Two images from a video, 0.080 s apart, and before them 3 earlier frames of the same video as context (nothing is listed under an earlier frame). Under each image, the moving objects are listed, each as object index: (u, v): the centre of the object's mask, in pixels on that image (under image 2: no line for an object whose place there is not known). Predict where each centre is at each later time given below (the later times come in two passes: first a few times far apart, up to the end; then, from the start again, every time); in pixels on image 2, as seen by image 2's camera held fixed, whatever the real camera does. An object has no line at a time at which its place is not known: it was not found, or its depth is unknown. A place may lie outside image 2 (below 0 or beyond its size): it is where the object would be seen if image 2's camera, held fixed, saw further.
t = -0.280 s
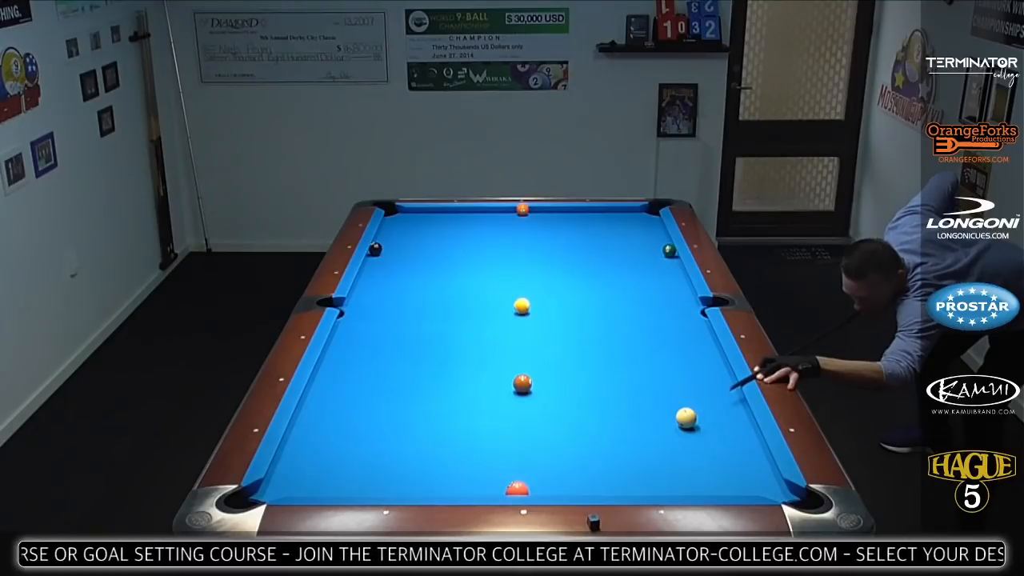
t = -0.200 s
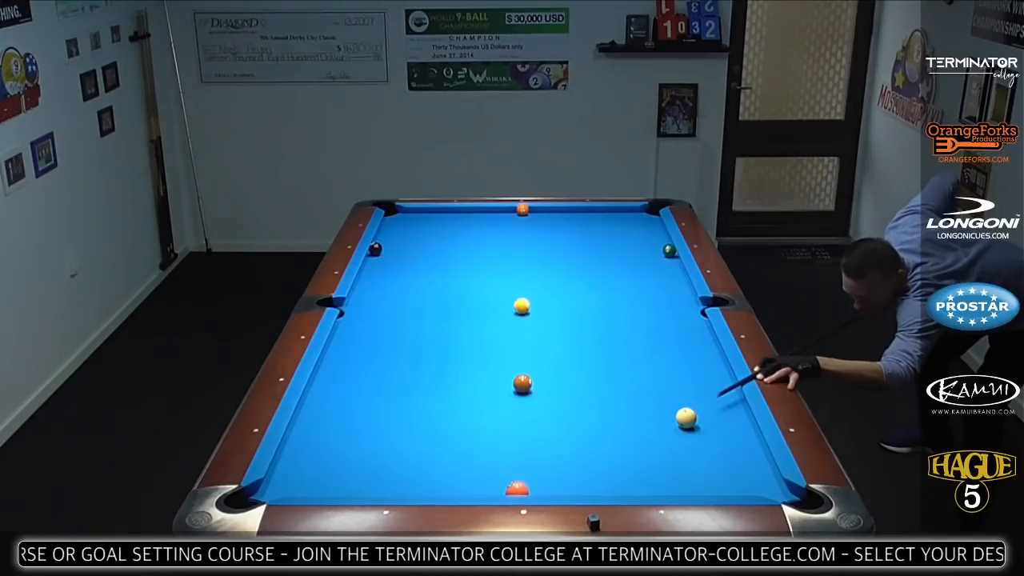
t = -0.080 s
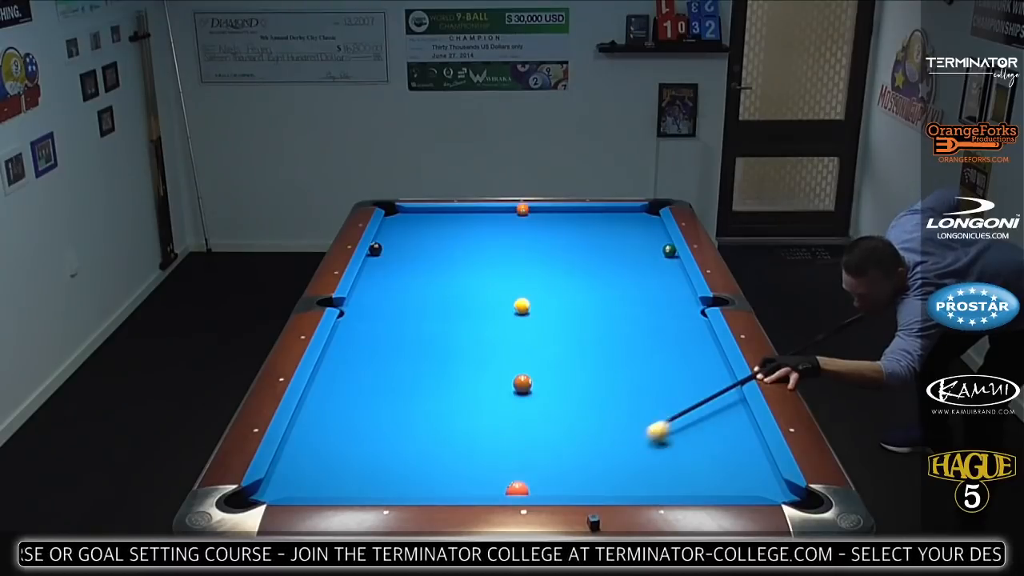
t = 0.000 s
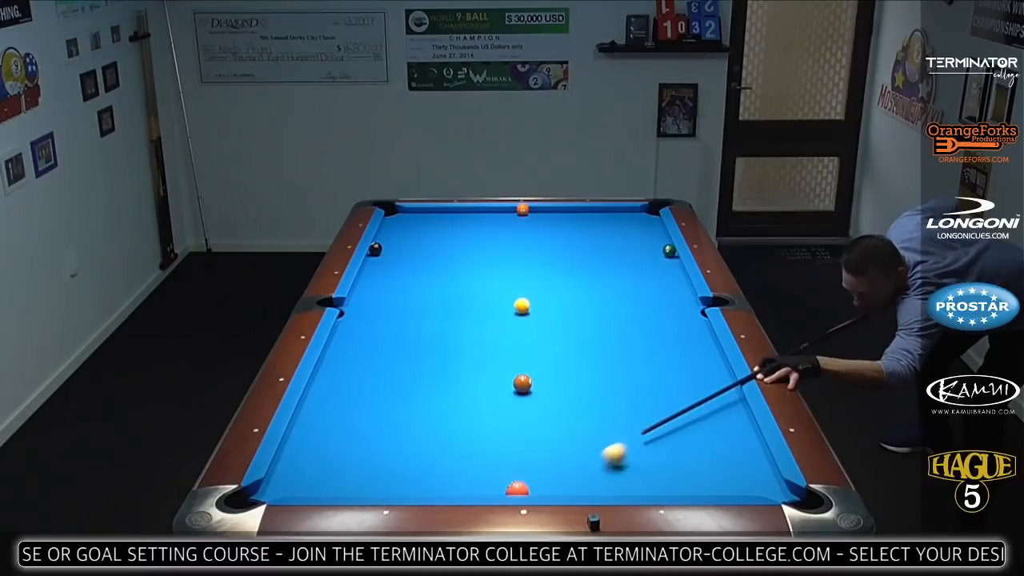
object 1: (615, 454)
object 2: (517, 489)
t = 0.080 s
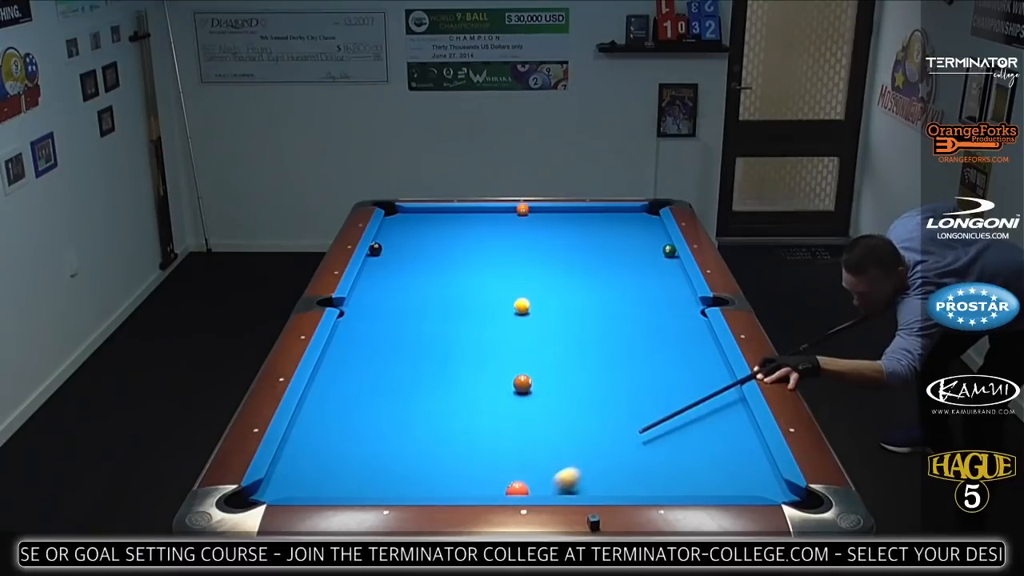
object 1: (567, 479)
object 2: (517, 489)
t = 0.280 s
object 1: (515, 461)
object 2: (438, 488)
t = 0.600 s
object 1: (453, 417)
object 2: (314, 489)
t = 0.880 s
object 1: (407, 385)
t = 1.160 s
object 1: (367, 358)
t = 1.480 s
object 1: (344, 332)
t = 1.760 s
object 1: (371, 315)
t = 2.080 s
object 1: (398, 298)
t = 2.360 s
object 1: (418, 284)
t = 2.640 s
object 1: (438, 272)
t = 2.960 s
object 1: (457, 260)
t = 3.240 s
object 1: (472, 251)
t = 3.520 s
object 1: (485, 242)
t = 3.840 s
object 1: (499, 233)
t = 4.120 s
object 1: (509, 226)
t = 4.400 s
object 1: (519, 219)
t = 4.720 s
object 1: (529, 213)
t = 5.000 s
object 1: (542, 209)
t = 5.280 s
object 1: (552, 210)
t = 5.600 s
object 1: (561, 212)
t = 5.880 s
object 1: (569, 213)
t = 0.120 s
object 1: (543, 488)
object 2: (517, 489)
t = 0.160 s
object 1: (535, 484)
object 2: (497, 489)
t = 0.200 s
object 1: (529, 476)
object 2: (476, 489)
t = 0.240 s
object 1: (522, 468)
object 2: (456, 489)
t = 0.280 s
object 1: (515, 461)
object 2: (438, 488)
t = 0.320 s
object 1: (507, 454)
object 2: (422, 488)
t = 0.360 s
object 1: (499, 448)
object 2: (406, 489)
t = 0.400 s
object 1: (491, 443)
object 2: (390, 489)
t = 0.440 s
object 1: (483, 437)
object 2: (375, 489)
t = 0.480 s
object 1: (476, 432)
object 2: (360, 488)
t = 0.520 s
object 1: (468, 427)
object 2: (344, 489)
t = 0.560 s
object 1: (461, 422)
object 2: (329, 489)
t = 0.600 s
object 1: (453, 417)
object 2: (314, 489)
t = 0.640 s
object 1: (446, 412)
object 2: (299, 489)
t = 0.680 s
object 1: (439, 407)
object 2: (284, 489)
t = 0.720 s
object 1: (433, 403)
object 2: (268, 490)
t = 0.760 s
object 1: (426, 398)
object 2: (257, 492)
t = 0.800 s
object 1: (420, 394)
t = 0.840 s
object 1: (413, 389)
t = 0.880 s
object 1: (407, 385)
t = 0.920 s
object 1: (401, 381)
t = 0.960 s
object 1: (395, 377)
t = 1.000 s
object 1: (389, 373)
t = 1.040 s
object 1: (384, 369)
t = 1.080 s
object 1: (378, 366)
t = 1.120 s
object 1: (373, 362)
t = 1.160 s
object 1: (367, 358)
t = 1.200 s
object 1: (362, 354)
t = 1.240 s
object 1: (357, 351)
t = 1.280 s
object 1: (352, 348)
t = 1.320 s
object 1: (347, 344)
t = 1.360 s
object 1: (342, 341)
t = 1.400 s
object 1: (338, 338)
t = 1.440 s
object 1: (340, 335)
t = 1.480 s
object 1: (344, 332)
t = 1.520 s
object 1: (348, 330)
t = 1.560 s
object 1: (352, 327)
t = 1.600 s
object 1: (356, 325)
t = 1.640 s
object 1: (360, 322)
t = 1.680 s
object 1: (364, 320)
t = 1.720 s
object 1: (367, 317)
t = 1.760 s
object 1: (371, 315)
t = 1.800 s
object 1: (375, 313)
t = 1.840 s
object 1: (378, 310)
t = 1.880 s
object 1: (381, 308)
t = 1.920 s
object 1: (385, 306)
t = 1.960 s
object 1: (388, 304)
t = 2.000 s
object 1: (392, 302)
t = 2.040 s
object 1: (395, 300)
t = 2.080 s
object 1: (398, 298)
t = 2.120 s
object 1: (401, 296)
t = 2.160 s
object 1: (404, 294)
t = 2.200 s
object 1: (407, 292)
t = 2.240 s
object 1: (410, 290)
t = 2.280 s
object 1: (413, 288)
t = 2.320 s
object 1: (416, 286)
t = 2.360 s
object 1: (418, 284)
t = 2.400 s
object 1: (421, 283)
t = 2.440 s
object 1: (424, 281)
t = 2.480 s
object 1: (427, 279)
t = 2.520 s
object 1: (430, 277)
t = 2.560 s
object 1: (432, 276)
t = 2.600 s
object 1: (435, 274)
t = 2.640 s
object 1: (438, 272)
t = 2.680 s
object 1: (440, 271)
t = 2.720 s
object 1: (442, 269)
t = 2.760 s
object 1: (445, 268)
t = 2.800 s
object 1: (448, 266)
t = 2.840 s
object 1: (450, 264)
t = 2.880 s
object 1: (452, 263)
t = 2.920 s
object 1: (454, 262)
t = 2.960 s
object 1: (457, 260)
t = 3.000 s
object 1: (459, 259)
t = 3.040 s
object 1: (461, 257)
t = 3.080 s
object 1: (463, 256)
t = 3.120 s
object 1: (465, 255)
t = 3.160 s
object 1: (468, 253)
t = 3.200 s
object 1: (470, 252)
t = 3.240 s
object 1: (472, 251)
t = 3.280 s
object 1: (474, 249)
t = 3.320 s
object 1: (476, 248)
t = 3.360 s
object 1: (478, 247)
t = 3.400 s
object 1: (479, 246)
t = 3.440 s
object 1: (481, 244)
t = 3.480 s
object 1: (483, 243)
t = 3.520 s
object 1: (485, 242)
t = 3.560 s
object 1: (487, 241)
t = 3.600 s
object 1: (489, 239)
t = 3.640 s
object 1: (490, 238)
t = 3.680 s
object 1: (492, 237)
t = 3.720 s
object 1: (494, 236)
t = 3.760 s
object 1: (495, 235)
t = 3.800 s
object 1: (497, 234)
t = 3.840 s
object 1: (499, 233)
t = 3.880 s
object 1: (500, 232)
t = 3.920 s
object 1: (502, 231)
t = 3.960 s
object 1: (503, 230)
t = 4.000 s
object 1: (505, 229)
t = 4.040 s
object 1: (506, 228)
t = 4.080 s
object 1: (508, 227)
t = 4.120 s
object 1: (509, 226)
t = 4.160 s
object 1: (511, 225)
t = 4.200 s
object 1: (512, 224)
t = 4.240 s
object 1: (513, 223)
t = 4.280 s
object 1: (515, 222)
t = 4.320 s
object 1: (516, 221)
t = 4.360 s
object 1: (518, 220)
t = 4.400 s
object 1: (519, 219)
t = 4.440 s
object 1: (520, 218)
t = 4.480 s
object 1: (522, 218)
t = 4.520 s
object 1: (523, 217)
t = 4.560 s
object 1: (524, 216)
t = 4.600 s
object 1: (525, 215)
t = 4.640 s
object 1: (526, 214)
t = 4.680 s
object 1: (528, 213)
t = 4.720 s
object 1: (529, 213)
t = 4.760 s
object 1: (530, 212)
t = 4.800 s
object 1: (532, 211)
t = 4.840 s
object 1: (534, 211)
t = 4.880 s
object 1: (536, 210)
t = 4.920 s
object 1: (538, 210)
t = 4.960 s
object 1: (540, 210)
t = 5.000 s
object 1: (542, 209)
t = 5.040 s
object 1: (543, 209)
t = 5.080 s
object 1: (544, 209)
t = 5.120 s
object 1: (546, 209)
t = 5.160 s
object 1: (547, 210)
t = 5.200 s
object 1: (549, 210)
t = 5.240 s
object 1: (550, 210)
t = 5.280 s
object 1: (552, 210)
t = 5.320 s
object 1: (553, 210)
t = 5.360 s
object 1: (554, 211)
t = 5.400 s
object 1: (555, 211)
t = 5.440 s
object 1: (557, 211)
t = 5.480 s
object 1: (558, 211)
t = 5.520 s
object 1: (559, 211)
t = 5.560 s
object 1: (560, 212)
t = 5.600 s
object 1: (561, 212)
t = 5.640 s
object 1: (563, 212)
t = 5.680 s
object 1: (564, 212)
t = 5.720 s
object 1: (565, 212)
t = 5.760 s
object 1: (566, 212)
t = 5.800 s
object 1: (567, 212)
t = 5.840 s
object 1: (568, 213)
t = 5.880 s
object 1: (569, 213)
